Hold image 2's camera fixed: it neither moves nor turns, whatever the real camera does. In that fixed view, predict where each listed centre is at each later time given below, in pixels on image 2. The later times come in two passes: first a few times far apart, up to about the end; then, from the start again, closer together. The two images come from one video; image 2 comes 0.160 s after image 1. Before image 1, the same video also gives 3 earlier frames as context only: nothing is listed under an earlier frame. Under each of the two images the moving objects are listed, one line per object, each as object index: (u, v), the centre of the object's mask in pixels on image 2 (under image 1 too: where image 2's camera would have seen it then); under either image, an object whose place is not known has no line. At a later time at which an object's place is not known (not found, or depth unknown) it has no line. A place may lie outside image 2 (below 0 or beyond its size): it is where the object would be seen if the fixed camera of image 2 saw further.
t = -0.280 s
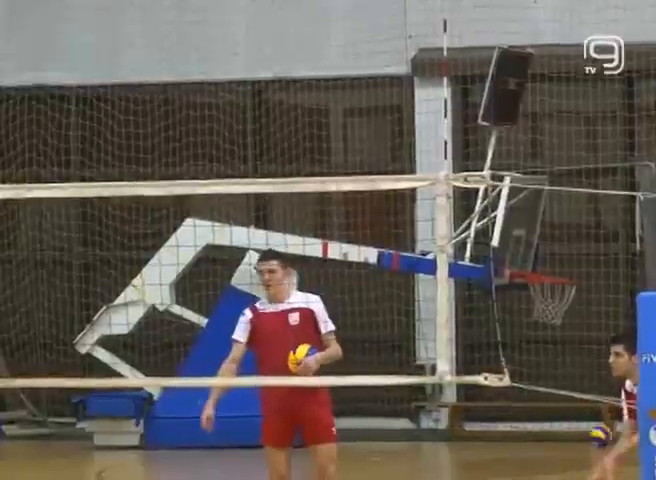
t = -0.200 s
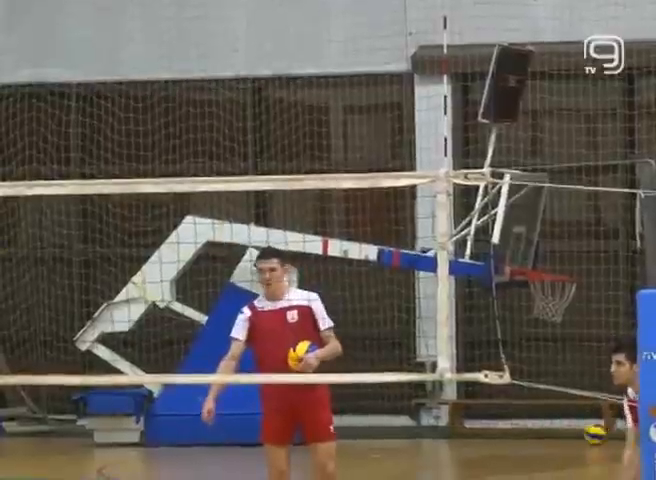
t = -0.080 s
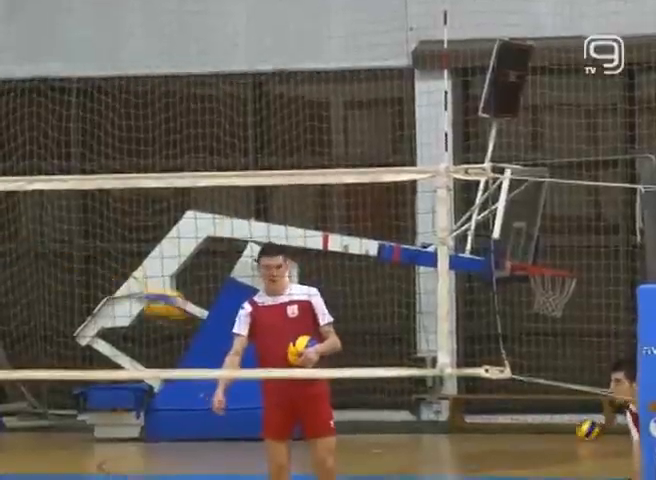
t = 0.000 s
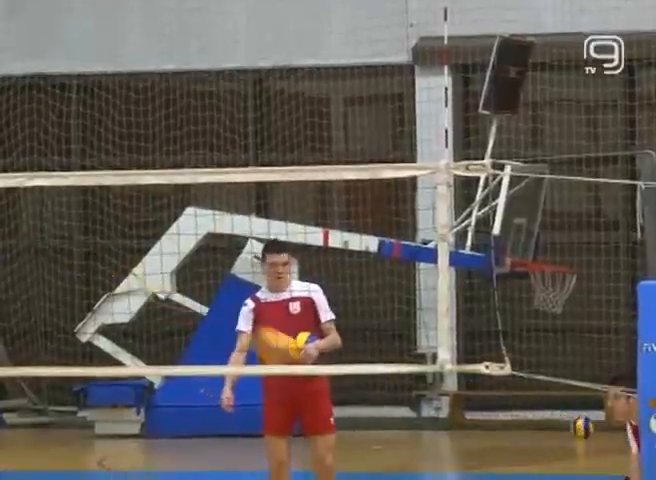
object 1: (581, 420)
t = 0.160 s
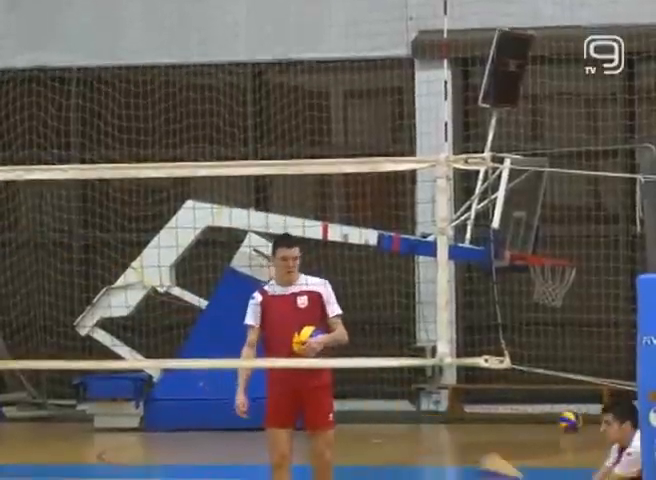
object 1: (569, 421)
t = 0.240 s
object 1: (564, 422)
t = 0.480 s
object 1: (548, 424)
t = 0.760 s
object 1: (526, 425)
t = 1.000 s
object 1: (509, 428)
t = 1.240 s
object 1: (490, 428)
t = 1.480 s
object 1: (471, 430)
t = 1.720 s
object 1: (447, 432)
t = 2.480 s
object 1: (392, 433)
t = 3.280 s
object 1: (330, 434)
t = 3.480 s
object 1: (314, 441)
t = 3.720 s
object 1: (295, 442)
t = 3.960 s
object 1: (276, 445)
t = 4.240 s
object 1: (255, 446)
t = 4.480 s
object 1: (235, 447)
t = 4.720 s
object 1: (217, 451)
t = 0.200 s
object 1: (567, 422)
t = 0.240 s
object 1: (564, 422)
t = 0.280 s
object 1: (561, 423)
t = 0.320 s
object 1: (558, 421)
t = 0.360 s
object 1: (556, 422)
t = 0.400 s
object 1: (553, 423)
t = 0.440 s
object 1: (550, 423)
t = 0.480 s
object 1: (548, 424)
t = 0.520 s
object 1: (544, 424)
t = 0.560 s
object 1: (541, 424)
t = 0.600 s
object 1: (538, 425)
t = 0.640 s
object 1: (535, 425)
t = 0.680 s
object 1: (532, 424)
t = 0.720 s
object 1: (529, 424)
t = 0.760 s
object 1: (526, 425)
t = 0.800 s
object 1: (524, 424)
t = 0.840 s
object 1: (520, 425)
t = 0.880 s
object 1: (518, 426)
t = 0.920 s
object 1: (514, 426)
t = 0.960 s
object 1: (511, 427)
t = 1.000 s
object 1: (509, 428)
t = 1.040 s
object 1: (505, 428)
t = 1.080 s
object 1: (502, 428)
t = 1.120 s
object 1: (499, 428)
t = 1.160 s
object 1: (496, 428)
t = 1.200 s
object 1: (493, 428)
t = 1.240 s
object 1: (490, 428)
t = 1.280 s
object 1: (486, 428)
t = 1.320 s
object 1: (484, 428)
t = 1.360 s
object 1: (480, 428)
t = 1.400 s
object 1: (477, 429)
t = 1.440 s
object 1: (474, 429)
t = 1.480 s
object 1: (471, 430)
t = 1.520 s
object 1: (468, 430)
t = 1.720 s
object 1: (447, 432)
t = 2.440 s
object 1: (396, 433)
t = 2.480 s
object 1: (392, 433)
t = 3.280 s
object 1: (330, 434)
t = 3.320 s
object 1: (326, 437)
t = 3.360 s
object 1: (324, 437)
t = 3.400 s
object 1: (321, 441)
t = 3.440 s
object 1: (317, 441)
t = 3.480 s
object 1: (314, 441)
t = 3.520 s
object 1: (311, 441)
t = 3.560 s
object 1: (308, 442)
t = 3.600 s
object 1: (305, 441)
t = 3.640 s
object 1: (301, 443)
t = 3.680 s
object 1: (298, 443)
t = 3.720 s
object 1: (295, 442)
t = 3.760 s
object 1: (292, 442)
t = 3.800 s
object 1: (289, 443)
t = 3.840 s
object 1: (286, 444)
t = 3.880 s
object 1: (282, 444)
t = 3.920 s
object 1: (279, 444)
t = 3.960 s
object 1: (276, 445)
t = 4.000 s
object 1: (273, 445)
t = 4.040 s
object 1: (270, 446)
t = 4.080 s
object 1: (267, 446)
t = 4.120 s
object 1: (263, 446)
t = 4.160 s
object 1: (261, 446)
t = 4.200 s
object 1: (257, 446)
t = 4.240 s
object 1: (255, 446)
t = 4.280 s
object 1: (251, 447)
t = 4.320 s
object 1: (248, 447)
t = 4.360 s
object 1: (245, 447)
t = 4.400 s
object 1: (242, 447)
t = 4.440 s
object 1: (239, 446)
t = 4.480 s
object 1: (235, 447)
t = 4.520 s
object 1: (232, 448)
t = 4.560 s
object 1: (230, 448)
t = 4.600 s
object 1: (226, 449)
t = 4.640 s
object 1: (223, 449)
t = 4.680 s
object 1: (220, 449)
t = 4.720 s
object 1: (217, 451)
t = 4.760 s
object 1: (214, 450)
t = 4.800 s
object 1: (211, 450)
